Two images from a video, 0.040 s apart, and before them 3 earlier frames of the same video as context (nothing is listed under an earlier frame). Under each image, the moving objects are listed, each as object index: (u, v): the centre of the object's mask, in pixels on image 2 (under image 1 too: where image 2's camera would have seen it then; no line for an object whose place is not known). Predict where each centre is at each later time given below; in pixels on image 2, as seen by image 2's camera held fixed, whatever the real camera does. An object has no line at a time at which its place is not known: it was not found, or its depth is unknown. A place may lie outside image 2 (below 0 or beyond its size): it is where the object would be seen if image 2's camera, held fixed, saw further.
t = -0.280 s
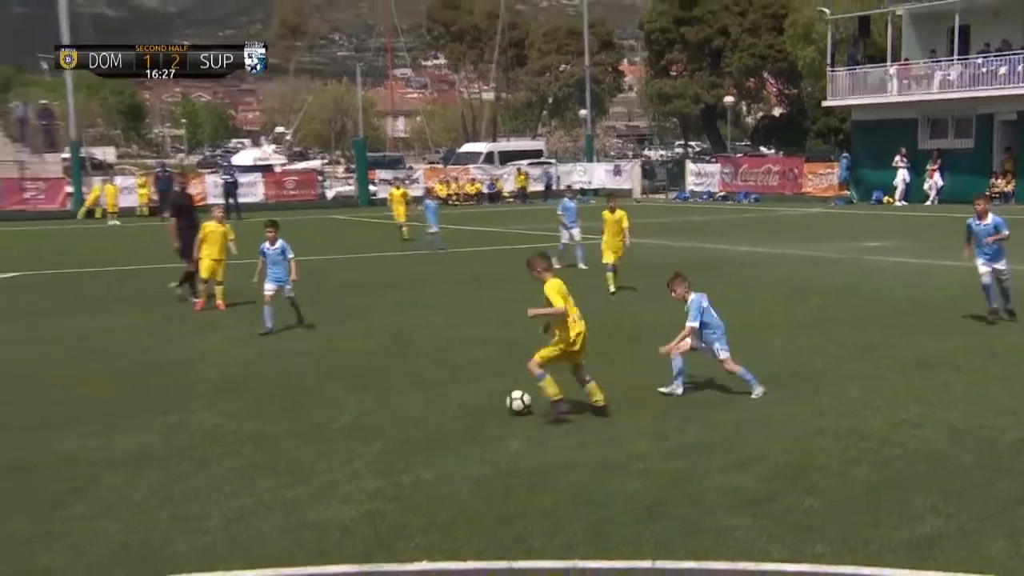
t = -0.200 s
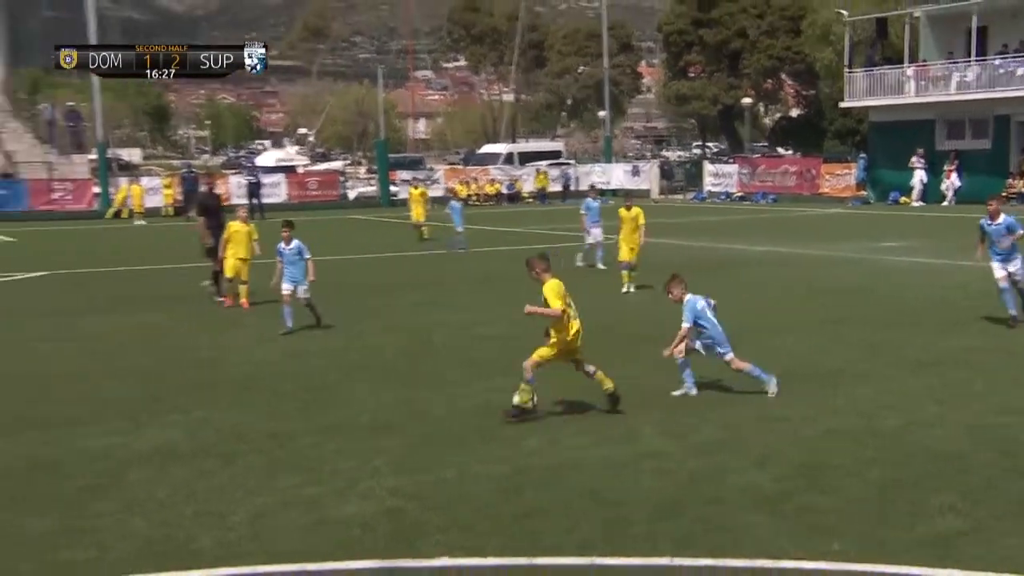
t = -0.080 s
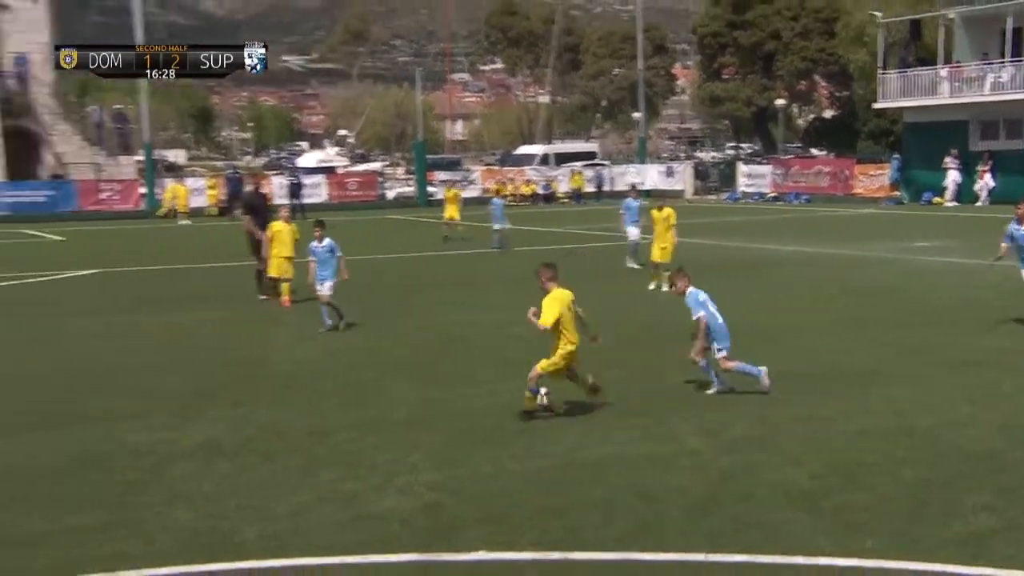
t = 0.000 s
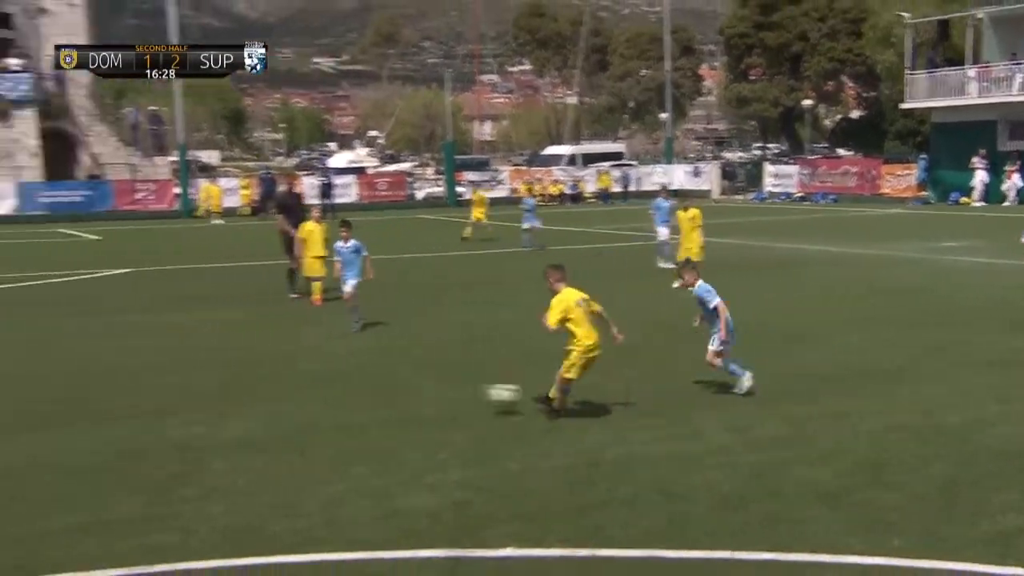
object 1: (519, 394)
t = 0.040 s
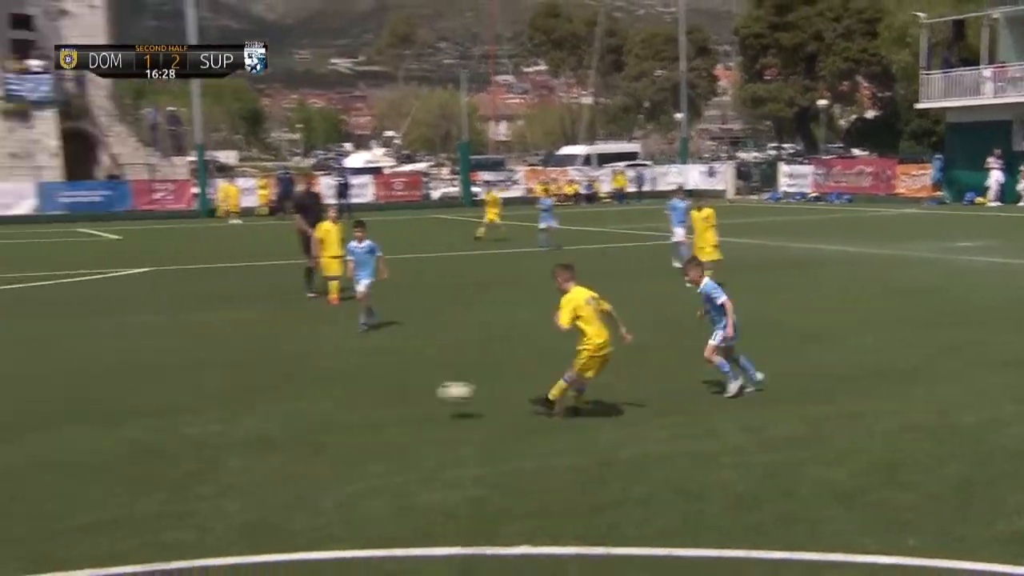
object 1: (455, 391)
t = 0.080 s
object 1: (393, 394)
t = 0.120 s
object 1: (330, 397)
